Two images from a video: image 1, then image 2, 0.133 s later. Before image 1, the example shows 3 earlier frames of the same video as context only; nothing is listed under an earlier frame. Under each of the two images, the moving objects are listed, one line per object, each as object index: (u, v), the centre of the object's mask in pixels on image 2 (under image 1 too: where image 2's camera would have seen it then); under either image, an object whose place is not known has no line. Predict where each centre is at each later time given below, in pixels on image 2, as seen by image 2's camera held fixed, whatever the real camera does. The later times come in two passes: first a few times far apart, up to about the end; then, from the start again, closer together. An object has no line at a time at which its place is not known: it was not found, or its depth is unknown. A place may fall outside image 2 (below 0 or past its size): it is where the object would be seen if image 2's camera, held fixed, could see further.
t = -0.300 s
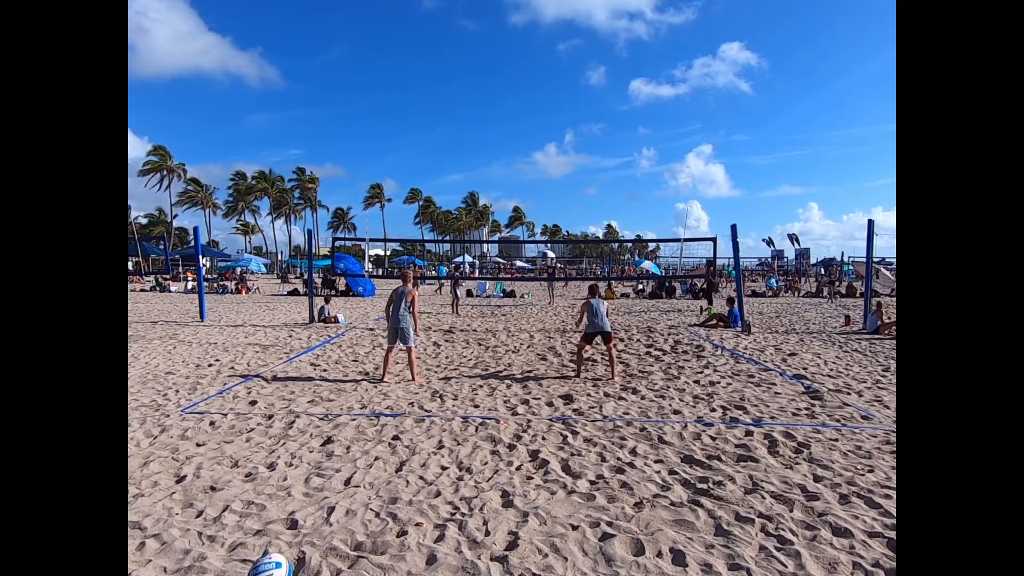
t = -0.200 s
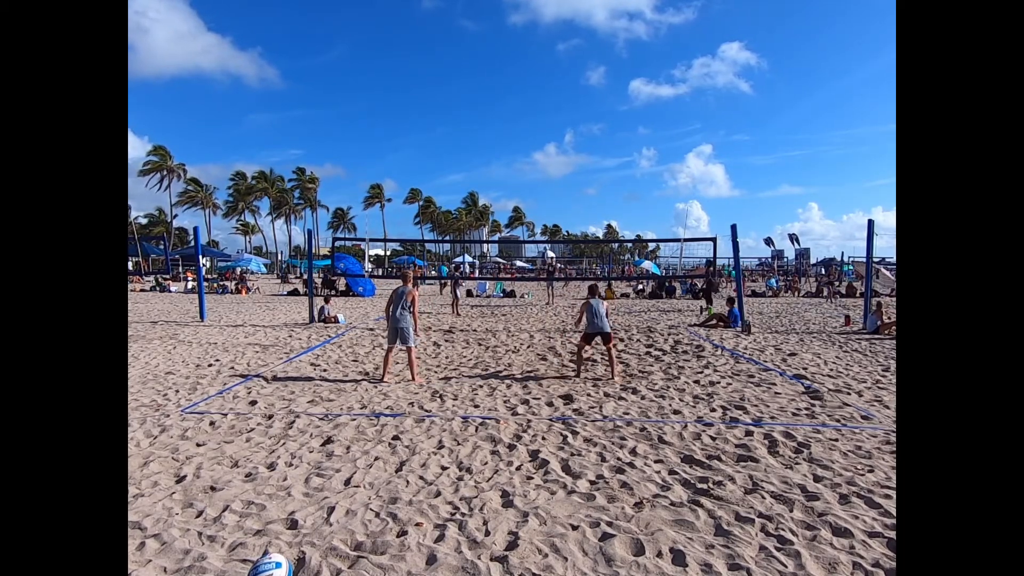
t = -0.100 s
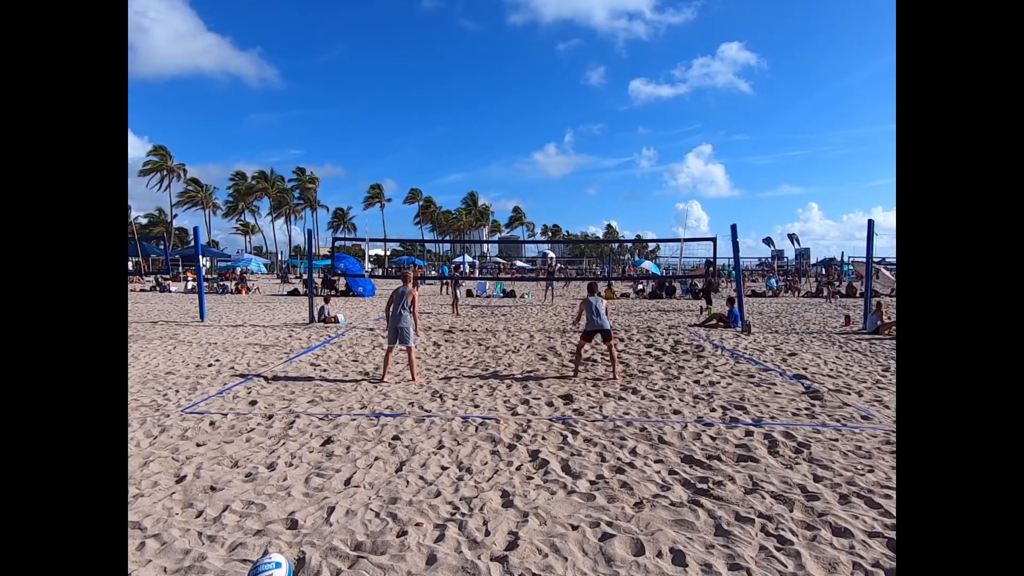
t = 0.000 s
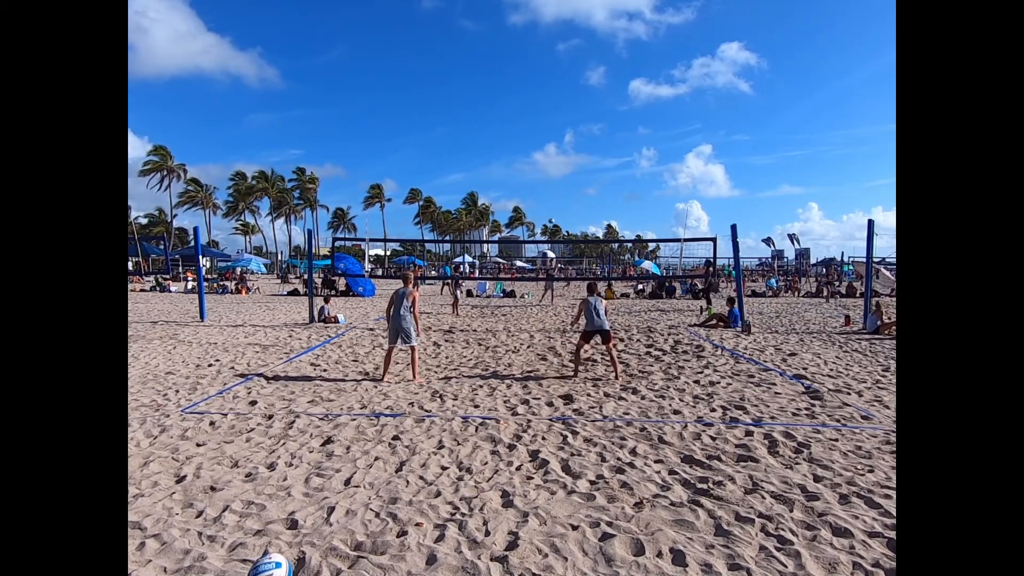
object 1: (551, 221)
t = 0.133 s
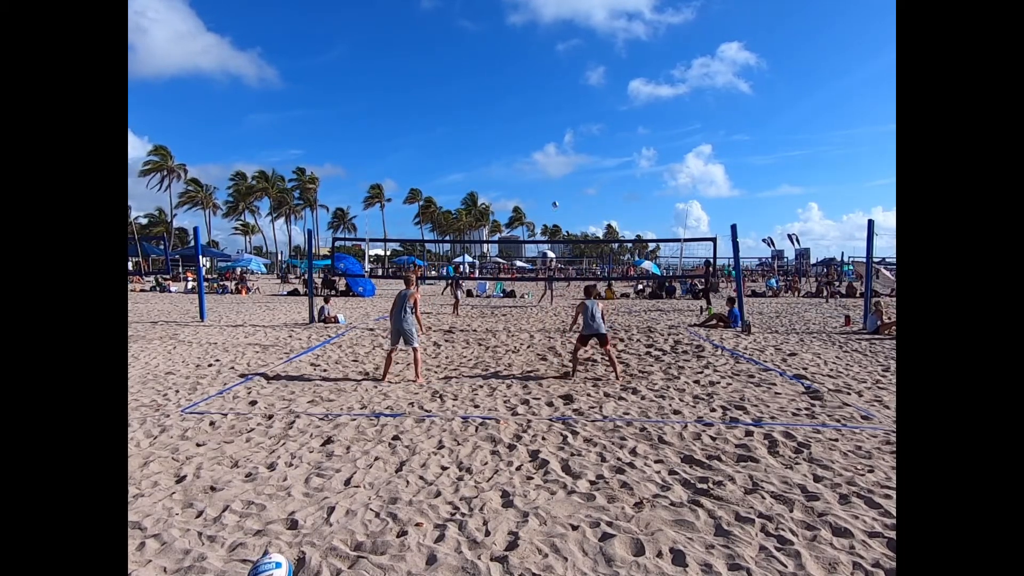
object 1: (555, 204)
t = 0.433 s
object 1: (561, 174)
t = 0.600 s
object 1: (568, 171)
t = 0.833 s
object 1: (580, 186)
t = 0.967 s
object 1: (585, 211)
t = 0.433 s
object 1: (561, 174)
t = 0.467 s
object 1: (563, 174)
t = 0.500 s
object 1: (564, 172)
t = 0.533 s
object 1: (566, 172)
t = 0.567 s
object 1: (567, 172)
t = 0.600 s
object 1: (568, 171)
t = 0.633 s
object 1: (570, 171)
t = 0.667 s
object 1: (571, 172)
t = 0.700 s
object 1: (572, 173)
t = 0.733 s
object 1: (575, 176)
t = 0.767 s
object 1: (576, 179)
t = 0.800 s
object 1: (578, 182)
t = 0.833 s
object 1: (580, 186)
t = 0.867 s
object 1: (581, 191)
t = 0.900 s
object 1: (582, 197)
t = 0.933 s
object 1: (584, 203)
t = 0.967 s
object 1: (585, 211)
